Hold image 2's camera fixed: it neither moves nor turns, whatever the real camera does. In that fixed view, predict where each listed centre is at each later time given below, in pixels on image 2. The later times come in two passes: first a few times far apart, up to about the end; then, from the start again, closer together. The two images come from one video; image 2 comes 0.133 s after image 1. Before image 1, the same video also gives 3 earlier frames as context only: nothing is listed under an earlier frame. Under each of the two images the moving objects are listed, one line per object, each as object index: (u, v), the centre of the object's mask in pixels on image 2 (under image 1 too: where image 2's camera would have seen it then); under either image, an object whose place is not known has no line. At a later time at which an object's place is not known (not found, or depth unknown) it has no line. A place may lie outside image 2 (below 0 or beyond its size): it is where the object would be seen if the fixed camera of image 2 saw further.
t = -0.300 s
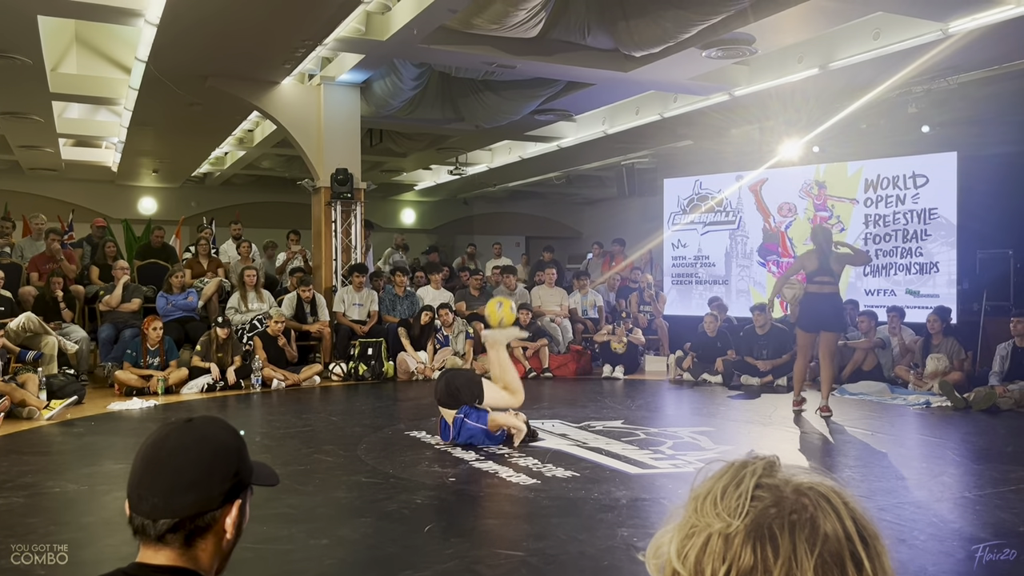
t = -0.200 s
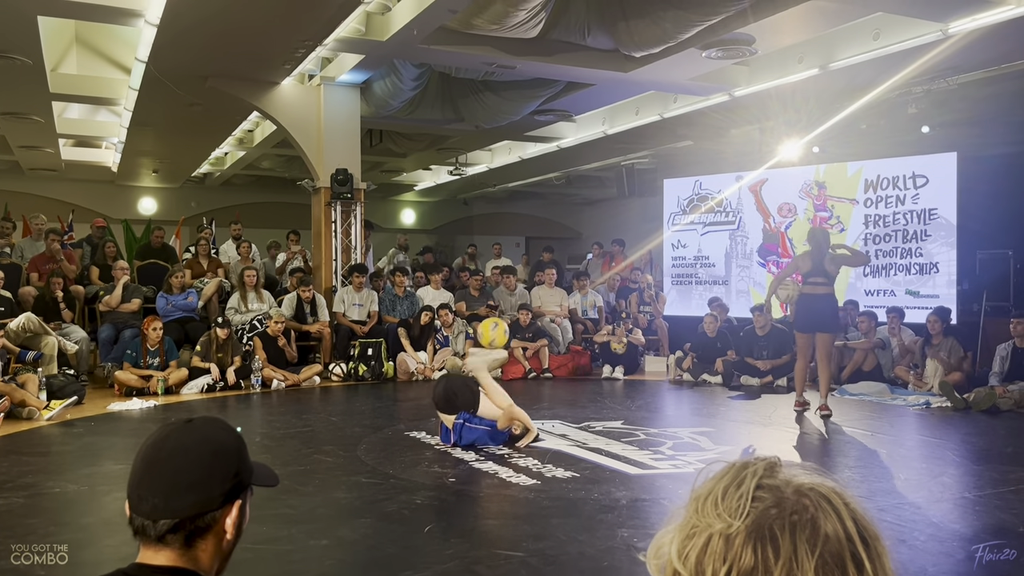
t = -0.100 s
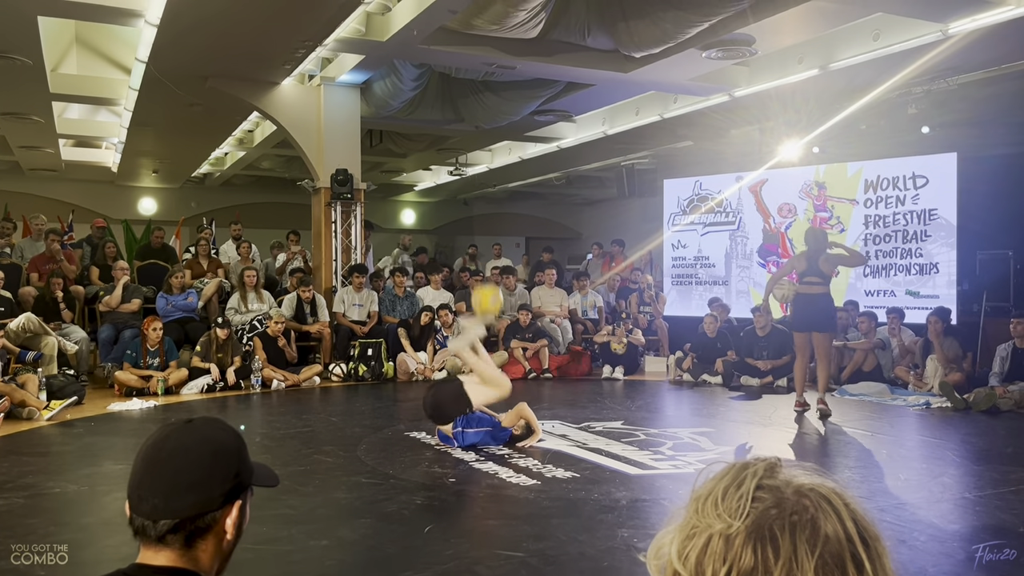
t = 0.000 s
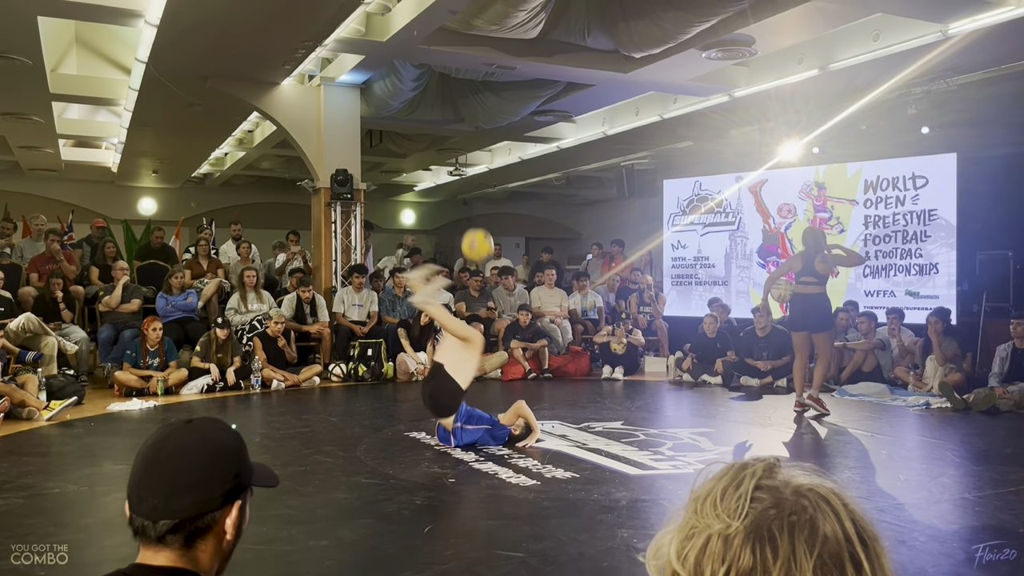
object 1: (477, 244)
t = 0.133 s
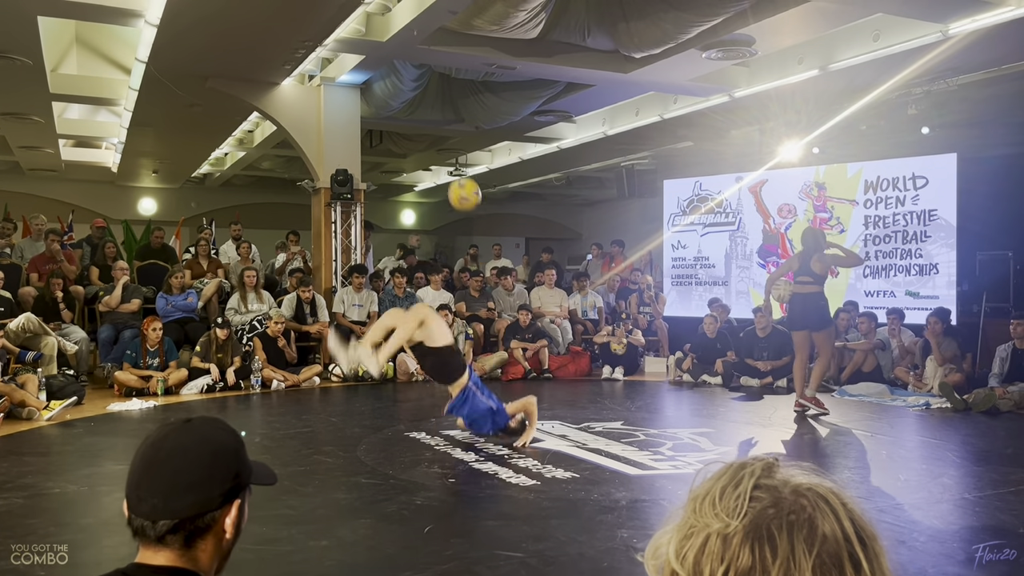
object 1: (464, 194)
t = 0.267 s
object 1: (451, 168)
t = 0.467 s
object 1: (430, 178)
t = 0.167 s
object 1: (461, 186)
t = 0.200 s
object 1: (458, 179)
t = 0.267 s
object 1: (451, 168)
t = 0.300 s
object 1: (447, 166)
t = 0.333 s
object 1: (444, 165)
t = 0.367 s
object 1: (440, 166)
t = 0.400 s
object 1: (437, 168)
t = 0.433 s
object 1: (433, 172)
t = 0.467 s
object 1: (430, 178)
